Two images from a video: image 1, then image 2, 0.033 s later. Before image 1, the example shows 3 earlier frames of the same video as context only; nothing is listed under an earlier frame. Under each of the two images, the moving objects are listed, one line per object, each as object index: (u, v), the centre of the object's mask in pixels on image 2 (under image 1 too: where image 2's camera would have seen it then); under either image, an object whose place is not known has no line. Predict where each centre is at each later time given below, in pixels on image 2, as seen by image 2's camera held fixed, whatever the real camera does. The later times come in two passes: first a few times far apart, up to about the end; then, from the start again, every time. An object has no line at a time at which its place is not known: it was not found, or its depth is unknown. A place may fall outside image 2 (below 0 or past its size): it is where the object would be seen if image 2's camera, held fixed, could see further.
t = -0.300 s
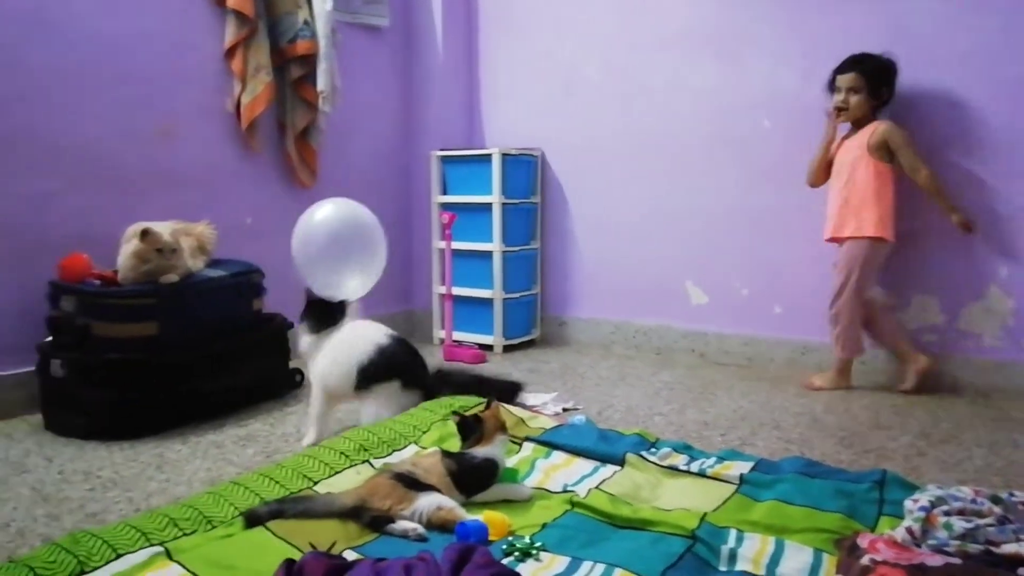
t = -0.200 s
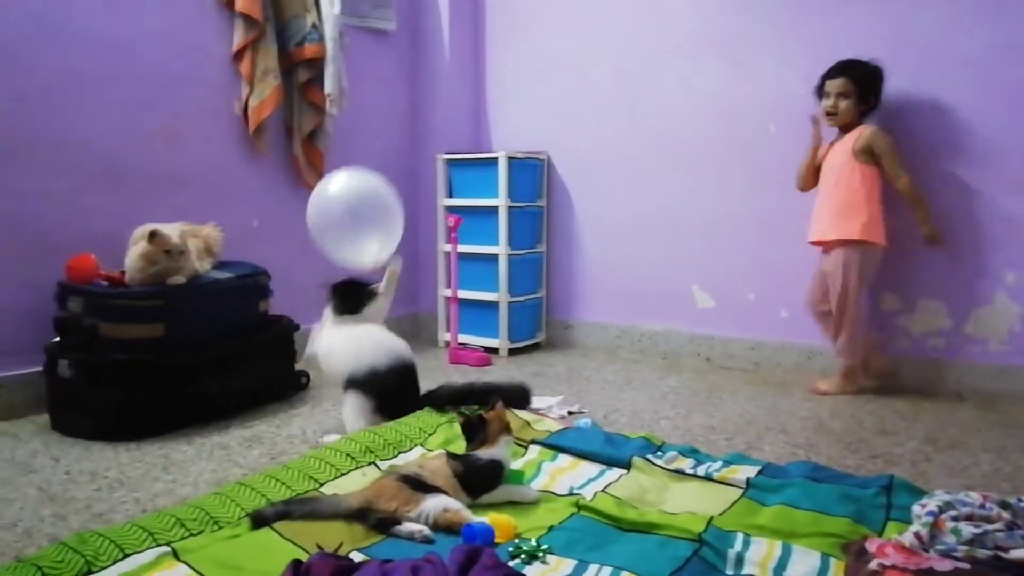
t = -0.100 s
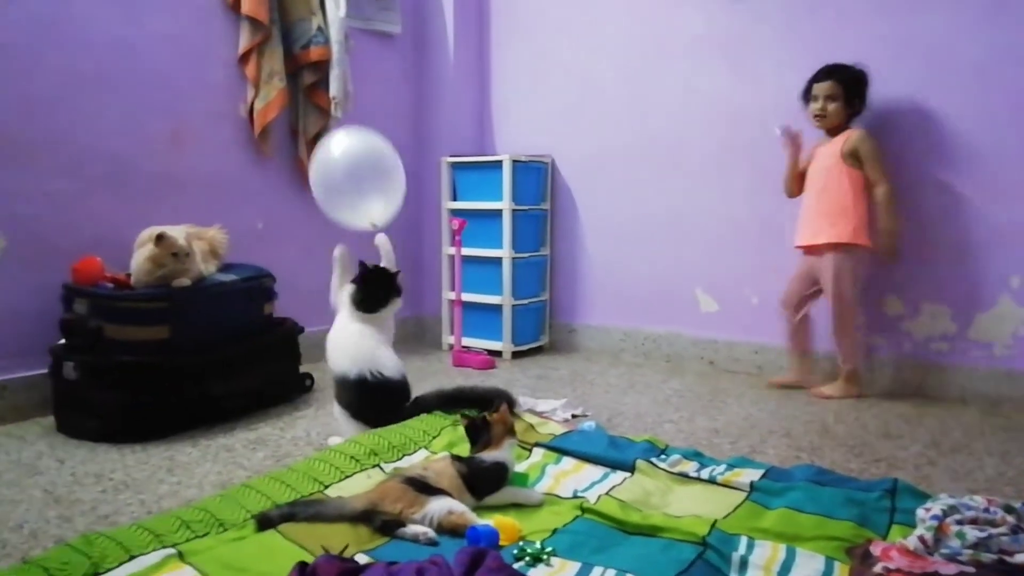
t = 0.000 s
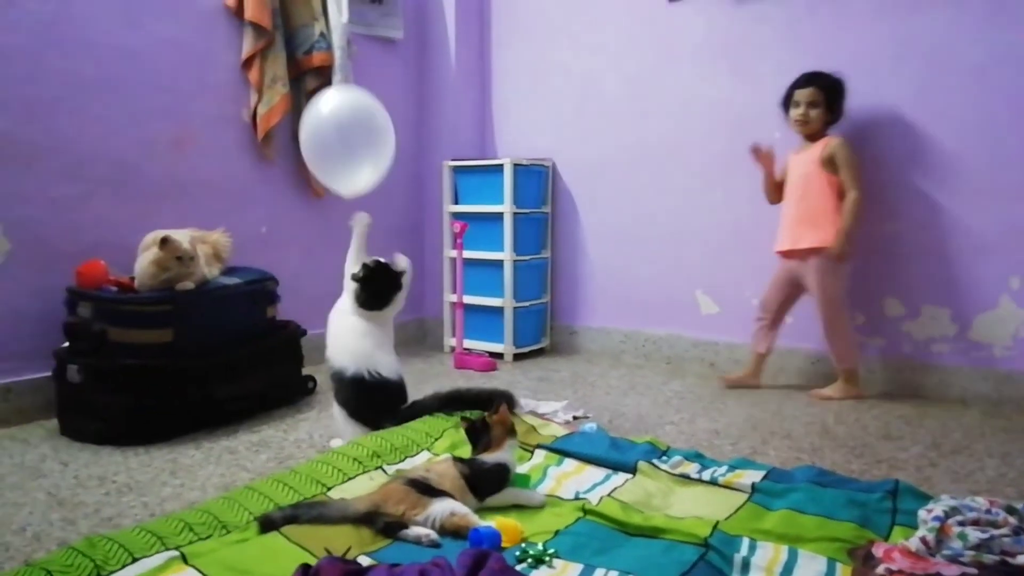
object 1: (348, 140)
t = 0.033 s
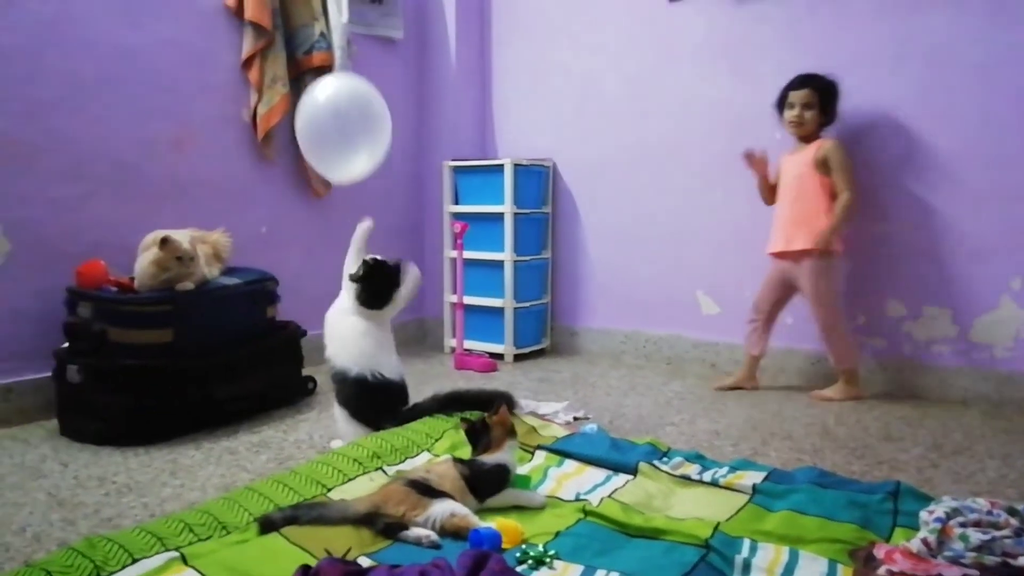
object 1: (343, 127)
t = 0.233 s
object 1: (316, 71)
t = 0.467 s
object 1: (282, 43)
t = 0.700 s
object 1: (252, 50)
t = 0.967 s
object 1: (222, 97)
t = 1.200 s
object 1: (201, 165)
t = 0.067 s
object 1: (339, 116)
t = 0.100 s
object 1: (334, 105)
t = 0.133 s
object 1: (330, 95)
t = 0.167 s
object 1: (326, 86)
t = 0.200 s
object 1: (321, 78)
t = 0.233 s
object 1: (316, 71)
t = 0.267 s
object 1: (311, 65)
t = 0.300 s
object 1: (307, 60)
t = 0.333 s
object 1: (302, 55)
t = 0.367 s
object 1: (297, 51)
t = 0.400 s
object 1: (292, 47)
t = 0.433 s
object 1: (287, 45)
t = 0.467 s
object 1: (282, 43)
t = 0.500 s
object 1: (278, 42)
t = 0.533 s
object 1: (274, 42)
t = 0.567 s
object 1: (270, 42)
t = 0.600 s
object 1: (266, 43)
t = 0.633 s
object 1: (261, 45)
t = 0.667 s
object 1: (257, 47)
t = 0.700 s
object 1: (252, 50)
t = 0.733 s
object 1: (249, 54)
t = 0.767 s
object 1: (245, 58)
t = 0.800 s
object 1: (240, 63)
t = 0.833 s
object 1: (237, 69)
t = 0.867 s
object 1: (234, 75)
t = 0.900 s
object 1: (229, 81)
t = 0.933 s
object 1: (226, 89)
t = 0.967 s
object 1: (222, 97)
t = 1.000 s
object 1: (219, 105)
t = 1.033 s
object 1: (215, 114)
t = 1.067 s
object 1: (212, 123)
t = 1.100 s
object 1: (209, 133)
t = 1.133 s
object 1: (207, 143)
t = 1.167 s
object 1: (204, 154)
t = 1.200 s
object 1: (201, 165)
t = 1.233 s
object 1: (199, 176)
